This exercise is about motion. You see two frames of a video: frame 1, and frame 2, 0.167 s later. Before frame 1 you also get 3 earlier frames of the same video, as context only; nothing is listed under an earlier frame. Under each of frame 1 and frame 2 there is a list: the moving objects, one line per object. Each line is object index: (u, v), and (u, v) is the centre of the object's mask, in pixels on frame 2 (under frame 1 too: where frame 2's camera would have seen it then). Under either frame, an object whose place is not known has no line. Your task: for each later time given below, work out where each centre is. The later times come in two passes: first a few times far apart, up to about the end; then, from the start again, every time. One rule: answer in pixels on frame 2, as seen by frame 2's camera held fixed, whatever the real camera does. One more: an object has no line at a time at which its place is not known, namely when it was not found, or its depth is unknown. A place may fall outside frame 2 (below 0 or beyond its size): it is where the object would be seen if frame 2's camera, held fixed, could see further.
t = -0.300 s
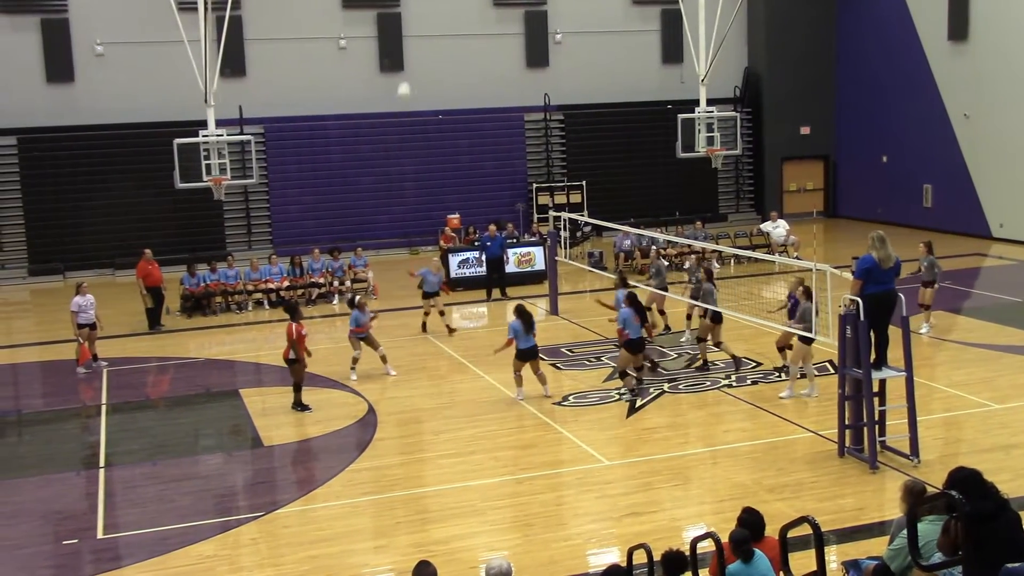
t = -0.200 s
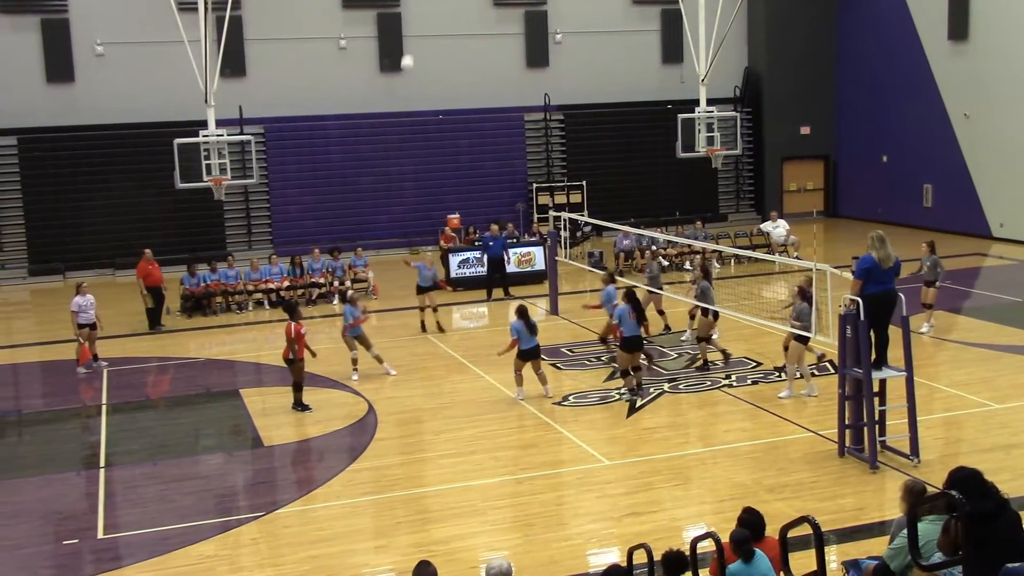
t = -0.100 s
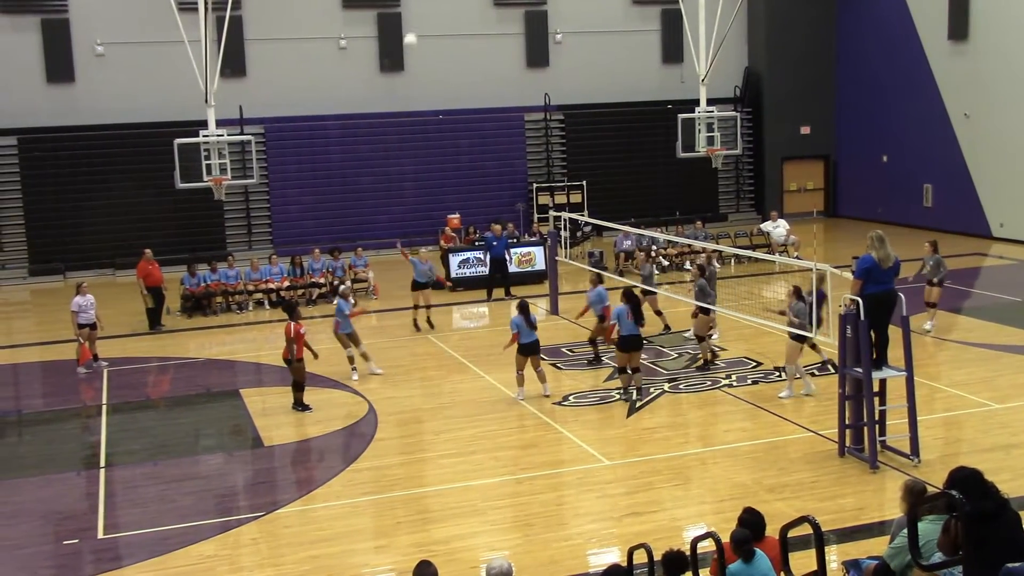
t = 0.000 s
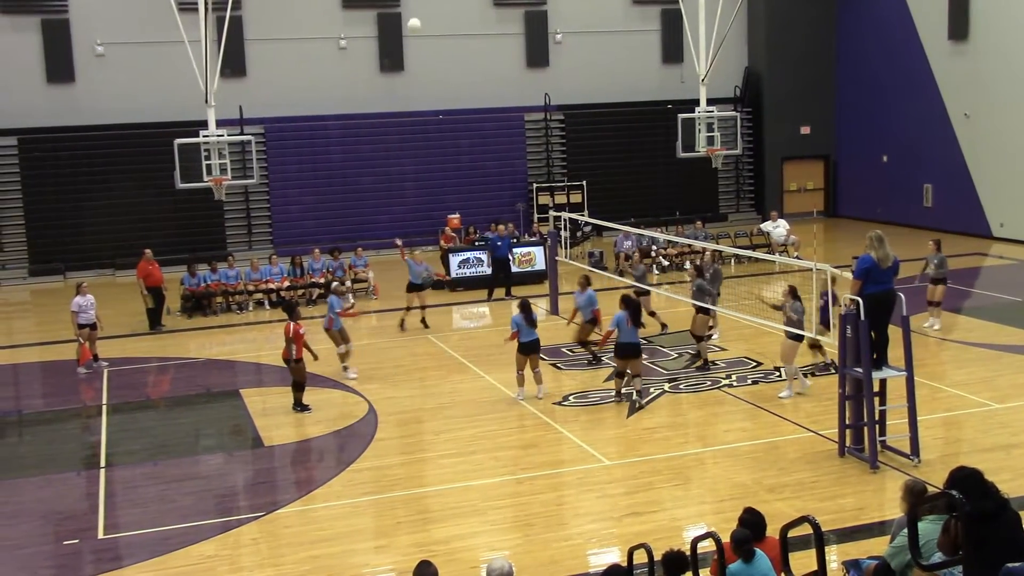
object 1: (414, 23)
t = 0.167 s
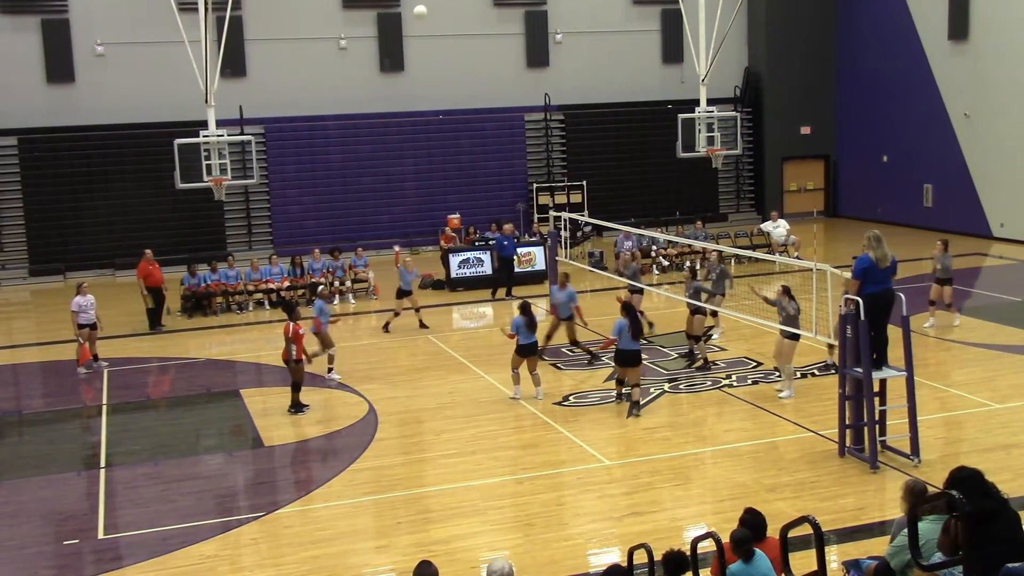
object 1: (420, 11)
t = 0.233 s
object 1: (423, 11)
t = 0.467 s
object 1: (433, 29)
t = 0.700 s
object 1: (446, 82)
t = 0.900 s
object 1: (460, 157)
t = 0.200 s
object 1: (421, 10)
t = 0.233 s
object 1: (423, 11)
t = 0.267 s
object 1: (424, 11)
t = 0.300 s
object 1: (425, 12)
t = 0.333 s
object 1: (427, 15)
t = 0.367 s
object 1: (428, 17)
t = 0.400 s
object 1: (430, 20)
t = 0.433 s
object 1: (432, 25)
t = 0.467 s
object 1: (433, 29)
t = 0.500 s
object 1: (435, 35)
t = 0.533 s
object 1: (436, 41)
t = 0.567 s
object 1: (438, 47)
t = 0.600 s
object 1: (440, 55)
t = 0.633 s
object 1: (442, 63)
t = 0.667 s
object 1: (444, 72)
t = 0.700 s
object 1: (446, 82)
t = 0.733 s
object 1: (448, 93)
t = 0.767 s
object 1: (450, 105)
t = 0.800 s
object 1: (453, 118)
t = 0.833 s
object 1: (455, 129)
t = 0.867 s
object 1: (457, 143)
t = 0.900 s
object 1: (460, 157)
